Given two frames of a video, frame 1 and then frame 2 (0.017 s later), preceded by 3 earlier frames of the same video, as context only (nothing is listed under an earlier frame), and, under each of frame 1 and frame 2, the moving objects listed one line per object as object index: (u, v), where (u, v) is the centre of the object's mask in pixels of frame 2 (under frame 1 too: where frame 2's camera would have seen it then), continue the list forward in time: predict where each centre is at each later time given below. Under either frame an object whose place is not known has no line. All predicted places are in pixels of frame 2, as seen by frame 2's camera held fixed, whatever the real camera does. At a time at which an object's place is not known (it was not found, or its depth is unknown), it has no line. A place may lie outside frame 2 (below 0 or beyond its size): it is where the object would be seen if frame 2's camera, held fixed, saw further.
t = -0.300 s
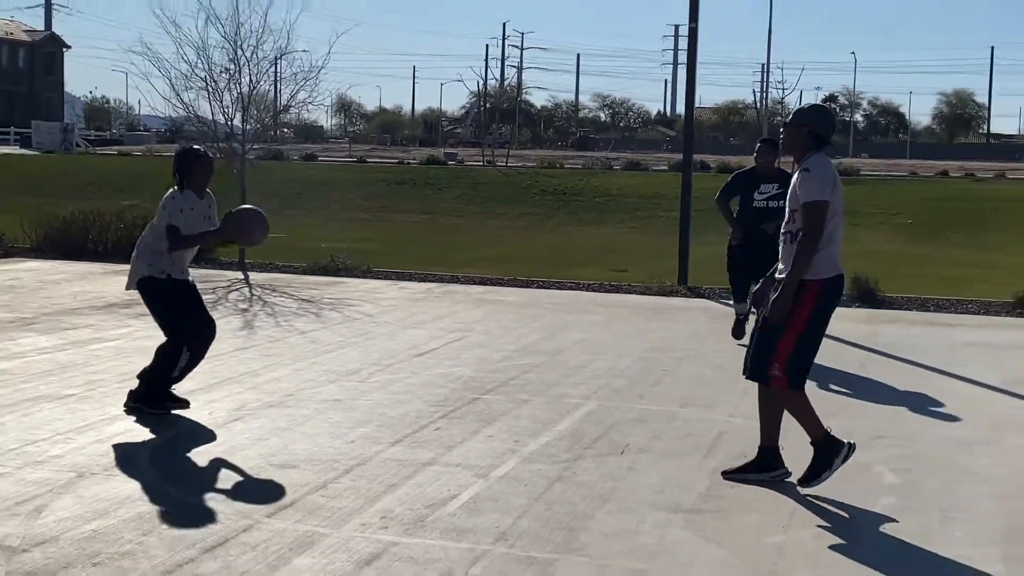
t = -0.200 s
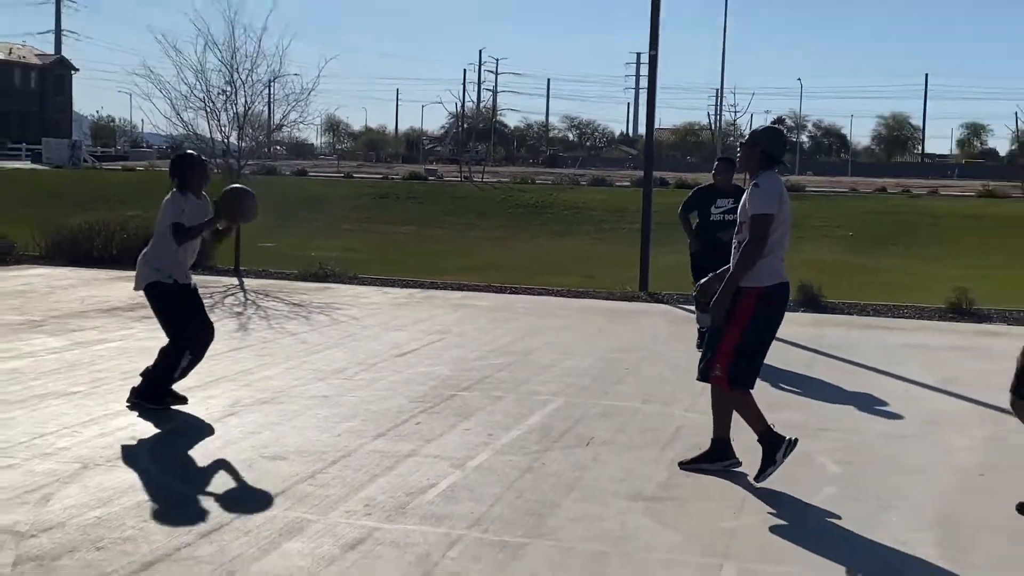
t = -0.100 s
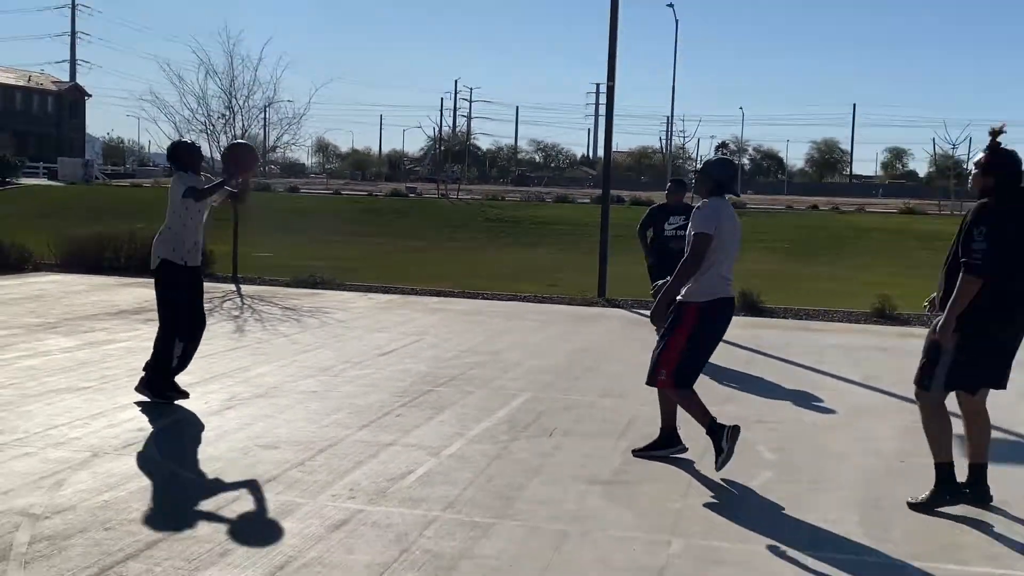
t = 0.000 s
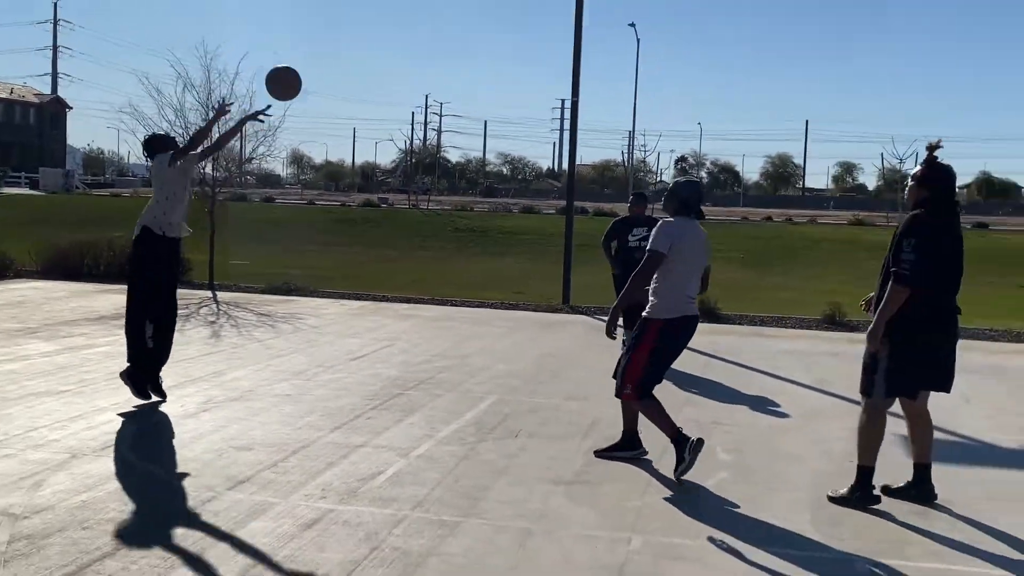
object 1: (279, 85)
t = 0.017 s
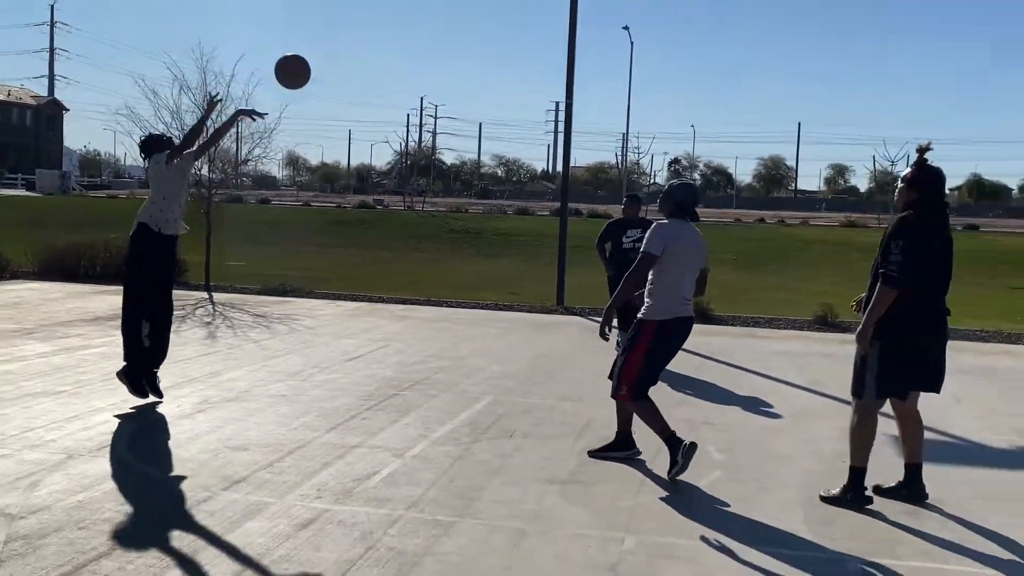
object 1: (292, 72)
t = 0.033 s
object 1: (306, 59)
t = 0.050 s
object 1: (318, 46)
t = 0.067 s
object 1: (331, 34)
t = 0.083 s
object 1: (344, 23)
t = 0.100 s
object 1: (357, 12)
